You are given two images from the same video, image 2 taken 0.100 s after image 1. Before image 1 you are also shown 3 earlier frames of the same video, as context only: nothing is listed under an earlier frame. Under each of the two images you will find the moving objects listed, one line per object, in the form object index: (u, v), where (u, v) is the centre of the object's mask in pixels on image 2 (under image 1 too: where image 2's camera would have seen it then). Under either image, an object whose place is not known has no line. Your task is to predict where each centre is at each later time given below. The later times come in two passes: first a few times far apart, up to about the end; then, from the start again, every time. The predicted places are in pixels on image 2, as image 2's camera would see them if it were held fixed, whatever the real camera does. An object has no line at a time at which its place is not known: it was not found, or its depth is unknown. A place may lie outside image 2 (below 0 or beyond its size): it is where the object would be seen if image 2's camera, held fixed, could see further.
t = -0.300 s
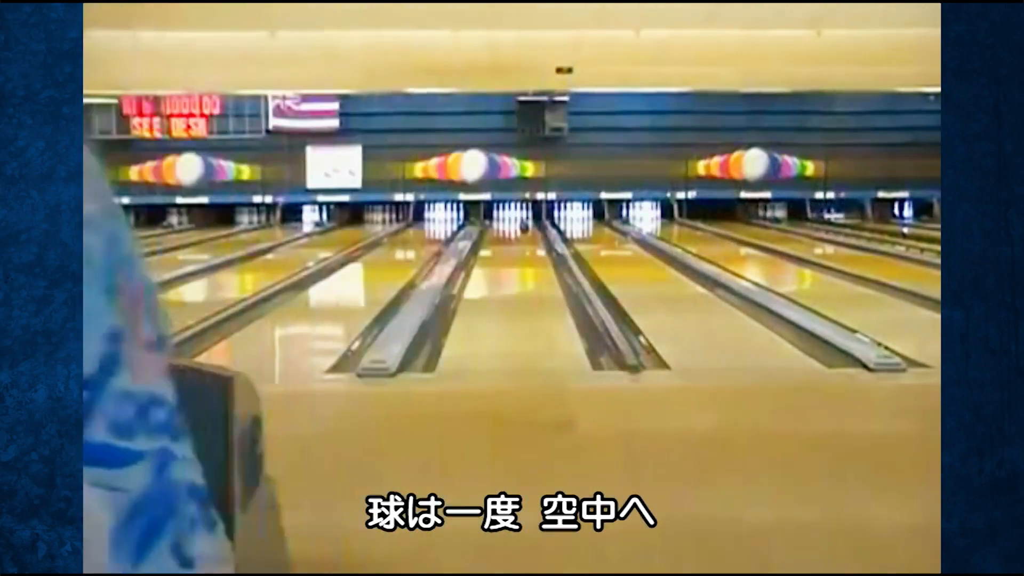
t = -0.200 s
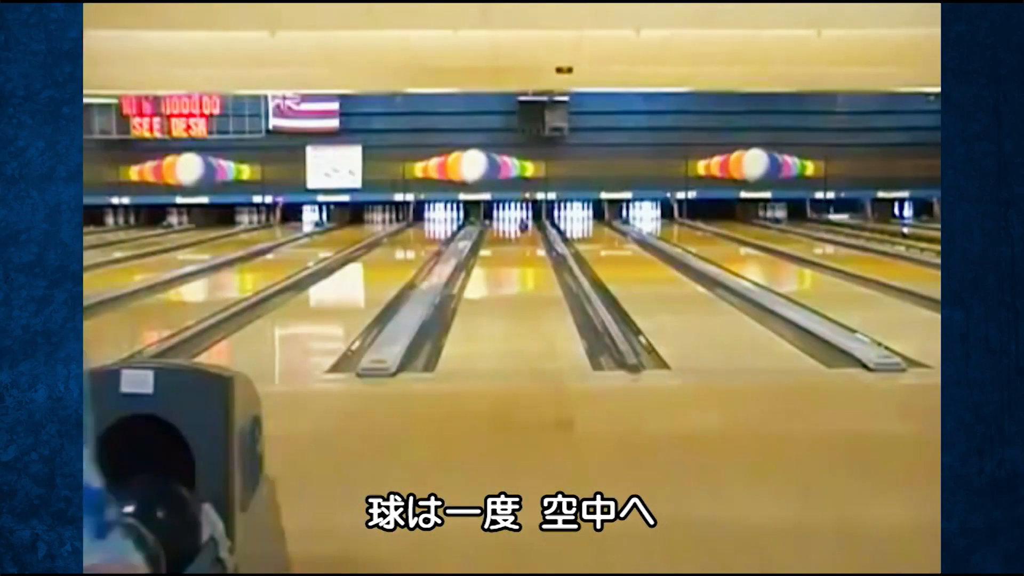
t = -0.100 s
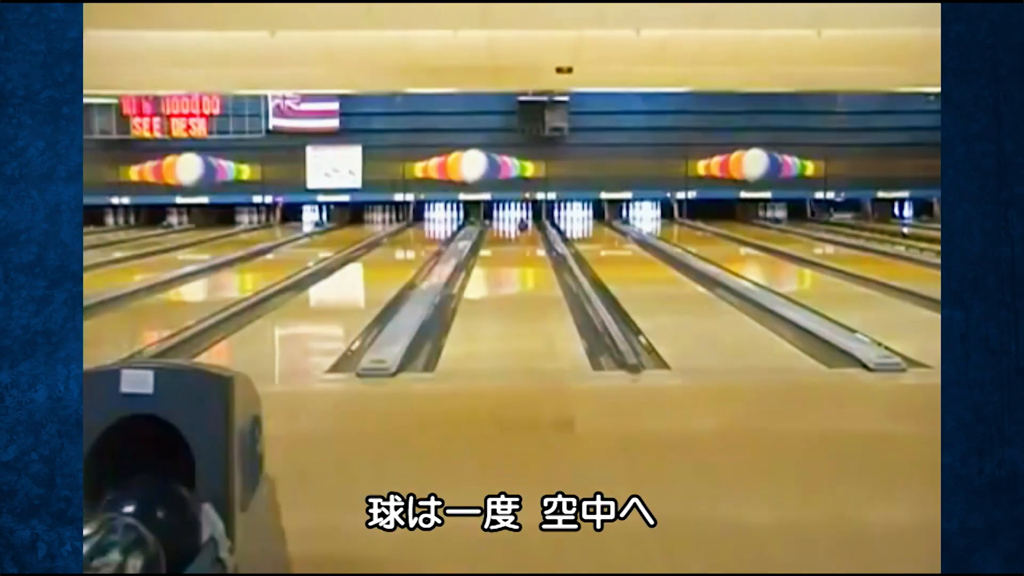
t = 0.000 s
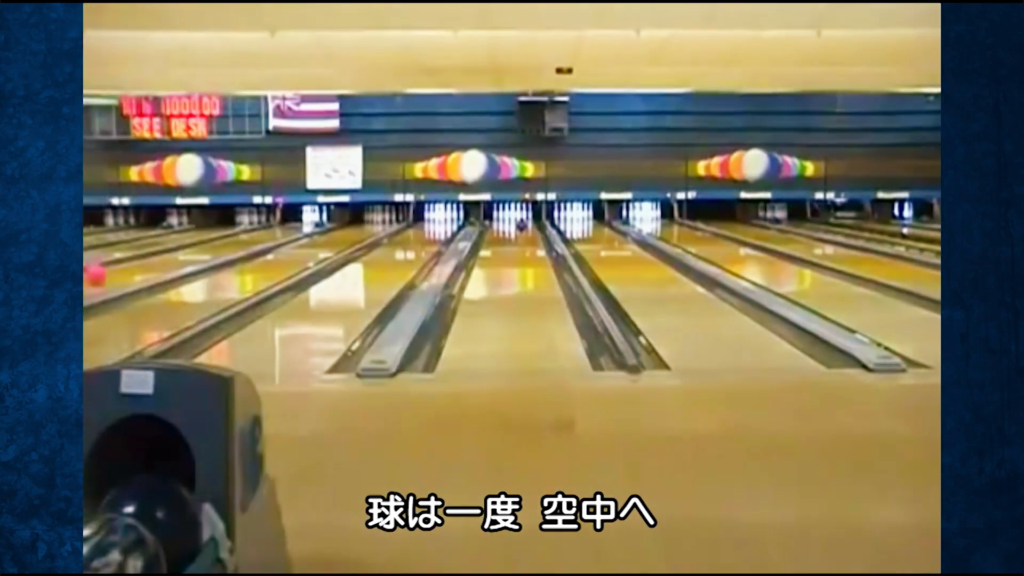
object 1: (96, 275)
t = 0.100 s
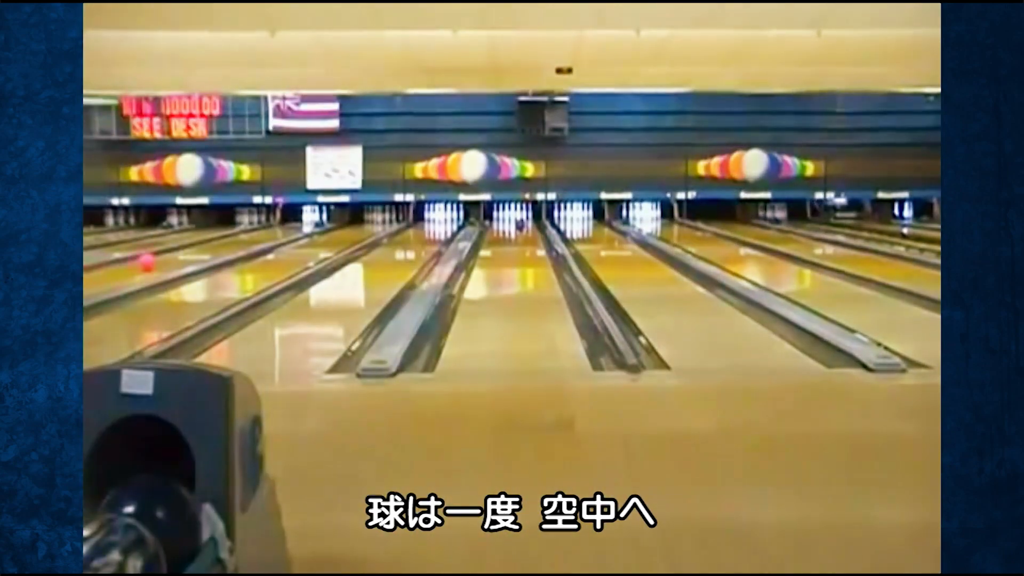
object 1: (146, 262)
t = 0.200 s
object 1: (185, 251)
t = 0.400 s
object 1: (239, 238)
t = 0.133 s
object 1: (159, 258)
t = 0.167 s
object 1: (174, 254)
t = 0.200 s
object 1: (185, 251)
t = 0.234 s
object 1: (196, 248)
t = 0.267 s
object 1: (205, 246)
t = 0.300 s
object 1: (211, 245)
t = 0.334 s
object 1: (221, 242)
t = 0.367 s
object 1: (229, 240)
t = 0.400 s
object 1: (239, 238)
